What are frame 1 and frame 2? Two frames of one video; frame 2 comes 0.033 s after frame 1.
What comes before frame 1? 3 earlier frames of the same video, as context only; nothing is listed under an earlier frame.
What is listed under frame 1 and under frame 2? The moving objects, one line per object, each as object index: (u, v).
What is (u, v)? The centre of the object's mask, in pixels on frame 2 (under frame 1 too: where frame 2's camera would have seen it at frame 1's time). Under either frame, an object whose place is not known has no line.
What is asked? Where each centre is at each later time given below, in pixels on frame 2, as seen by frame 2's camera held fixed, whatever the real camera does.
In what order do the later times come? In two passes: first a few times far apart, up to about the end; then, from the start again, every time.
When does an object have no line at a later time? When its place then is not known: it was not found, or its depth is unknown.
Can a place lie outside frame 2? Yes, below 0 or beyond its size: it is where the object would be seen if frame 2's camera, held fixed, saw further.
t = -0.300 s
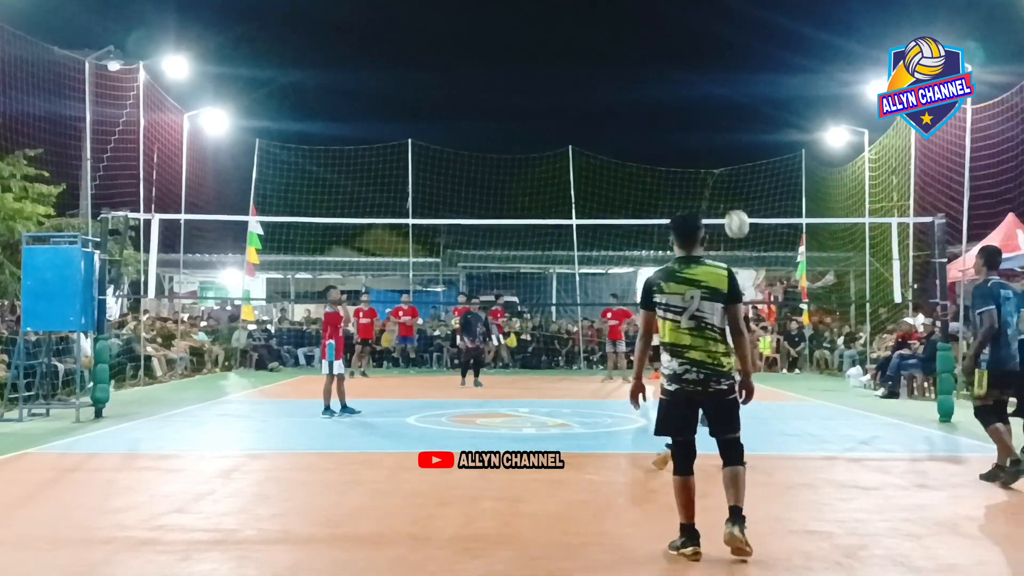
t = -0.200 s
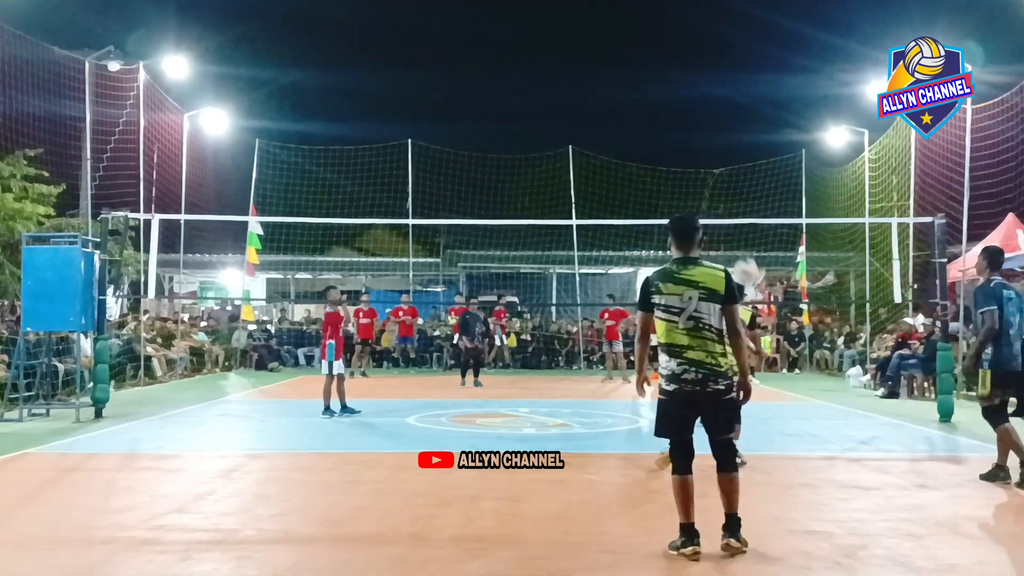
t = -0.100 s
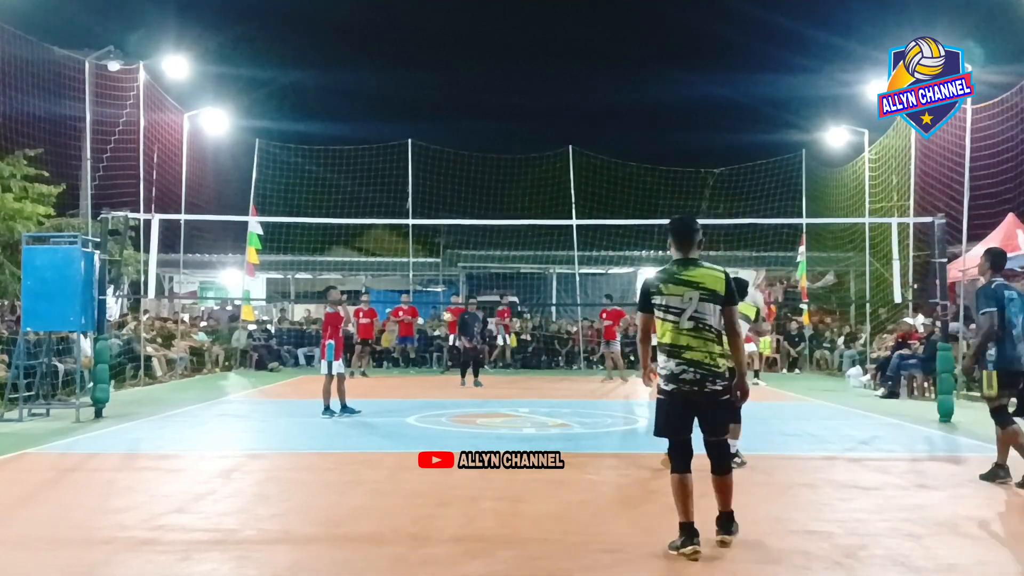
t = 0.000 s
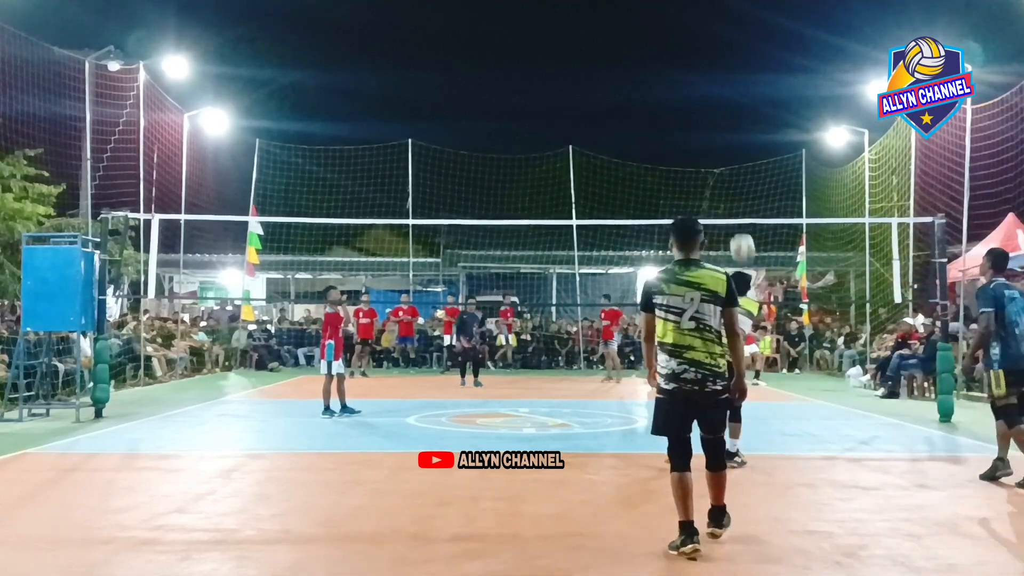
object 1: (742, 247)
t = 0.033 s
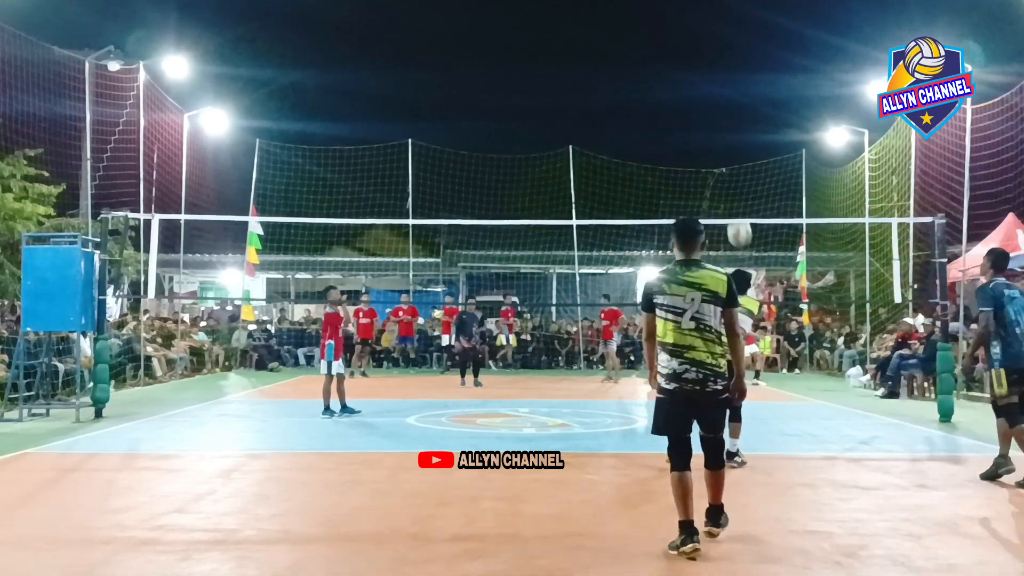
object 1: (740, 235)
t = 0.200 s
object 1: (726, 176)
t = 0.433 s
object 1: (707, 152)
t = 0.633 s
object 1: (693, 172)
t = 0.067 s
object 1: (736, 219)
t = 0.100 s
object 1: (733, 205)
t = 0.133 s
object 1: (731, 195)
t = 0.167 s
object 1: (728, 185)
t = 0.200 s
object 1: (726, 176)
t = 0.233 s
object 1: (723, 169)
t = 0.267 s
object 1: (720, 164)
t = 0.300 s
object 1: (718, 159)
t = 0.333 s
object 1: (715, 155)
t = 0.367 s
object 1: (712, 153)
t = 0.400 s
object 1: (710, 152)
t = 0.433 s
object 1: (707, 152)
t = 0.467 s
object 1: (705, 153)
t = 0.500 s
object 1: (703, 155)
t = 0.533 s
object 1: (700, 158)
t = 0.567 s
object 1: (698, 162)
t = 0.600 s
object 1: (695, 166)
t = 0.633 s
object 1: (693, 172)
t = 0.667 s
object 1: (690, 179)
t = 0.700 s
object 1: (688, 186)
